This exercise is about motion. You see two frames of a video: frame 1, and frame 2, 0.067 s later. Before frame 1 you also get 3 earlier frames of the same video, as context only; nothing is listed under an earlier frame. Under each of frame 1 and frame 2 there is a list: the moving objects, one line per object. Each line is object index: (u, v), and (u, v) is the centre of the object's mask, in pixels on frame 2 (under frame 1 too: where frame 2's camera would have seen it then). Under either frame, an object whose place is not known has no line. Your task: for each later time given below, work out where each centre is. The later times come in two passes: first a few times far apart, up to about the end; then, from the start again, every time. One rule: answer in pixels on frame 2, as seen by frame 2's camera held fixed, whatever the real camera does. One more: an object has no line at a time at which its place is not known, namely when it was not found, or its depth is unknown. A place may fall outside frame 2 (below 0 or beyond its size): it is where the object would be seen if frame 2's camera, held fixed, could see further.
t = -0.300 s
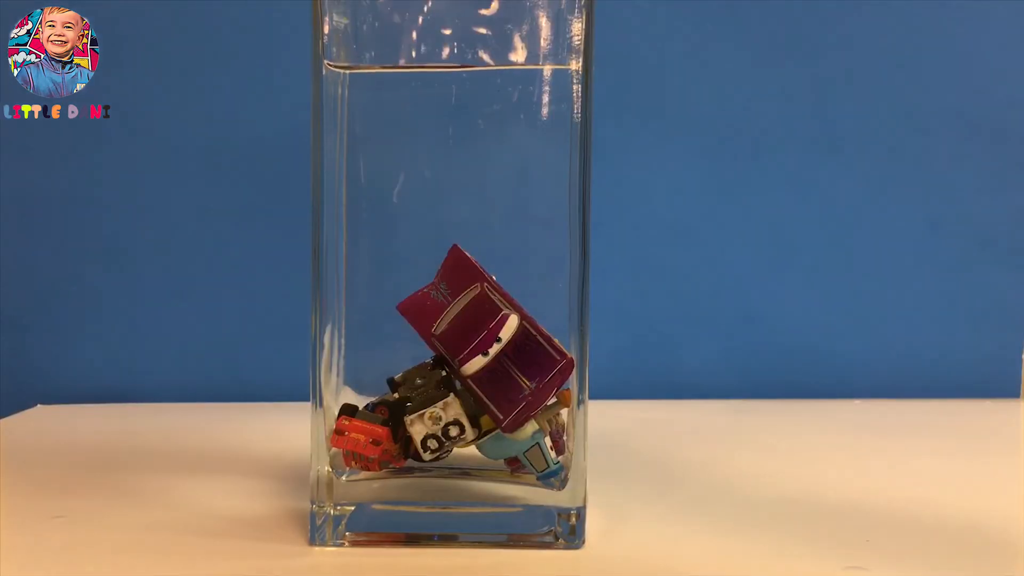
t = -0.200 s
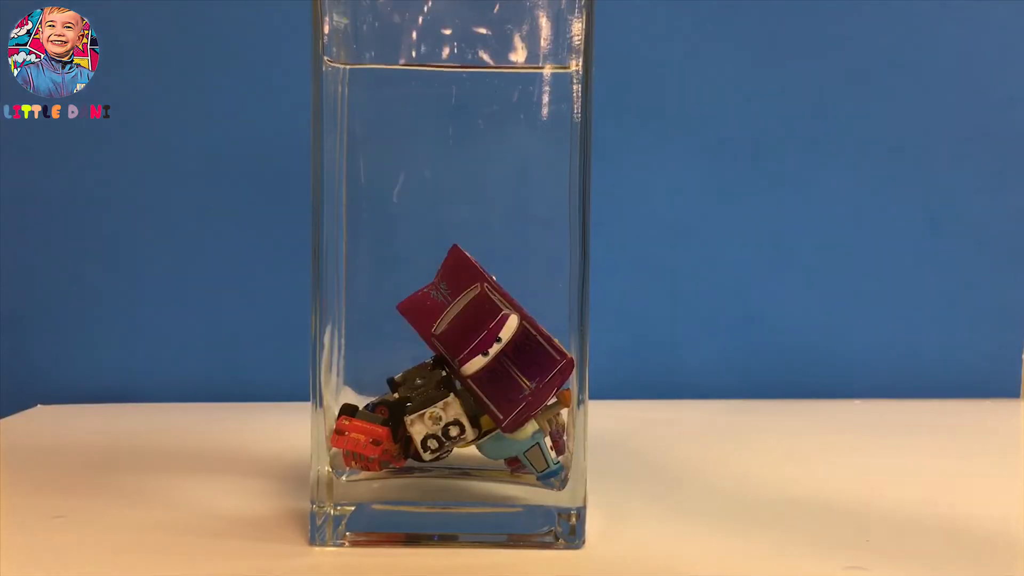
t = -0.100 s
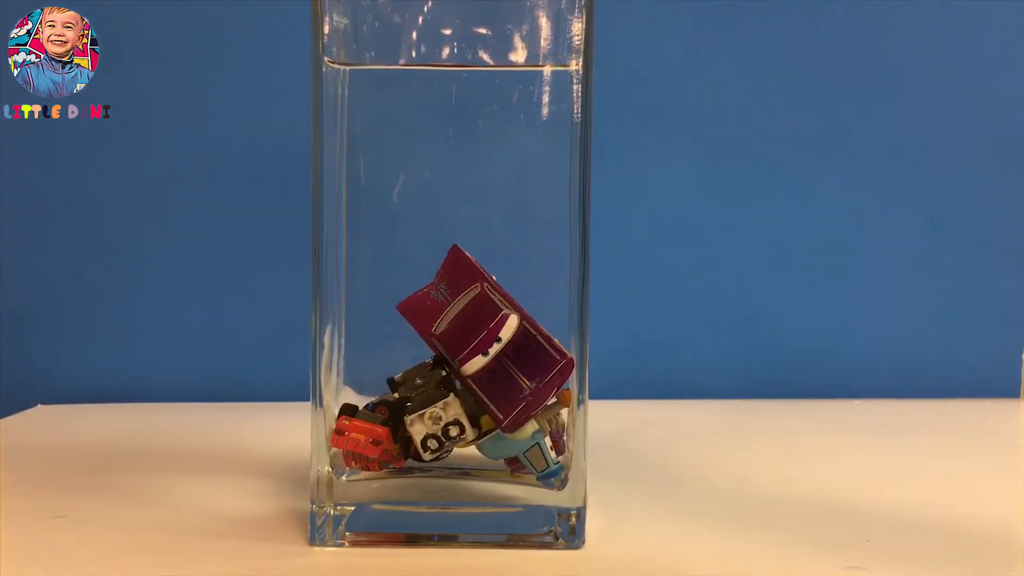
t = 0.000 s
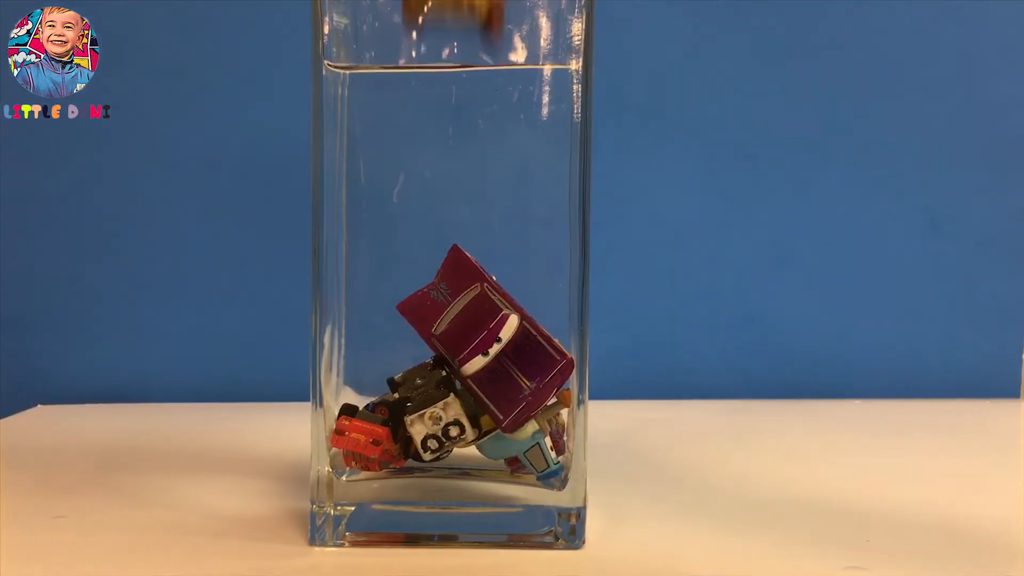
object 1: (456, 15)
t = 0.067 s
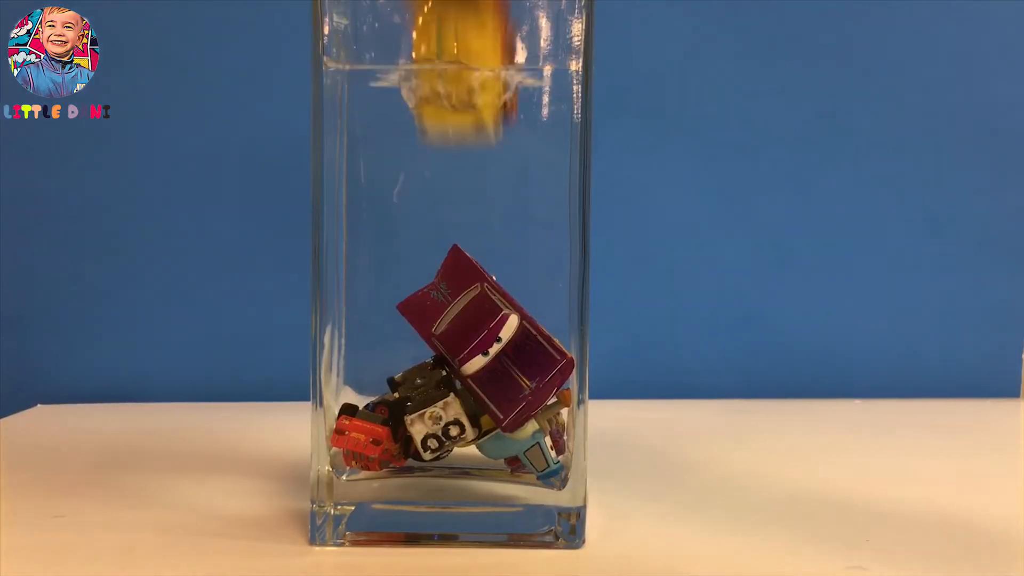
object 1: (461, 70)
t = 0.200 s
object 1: (445, 135)
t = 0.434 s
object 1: (427, 132)
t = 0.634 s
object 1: (439, 152)
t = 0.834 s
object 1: (449, 193)
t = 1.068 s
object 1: (434, 204)
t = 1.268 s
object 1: (418, 218)
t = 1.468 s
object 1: (416, 221)
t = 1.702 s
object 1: (416, 221)
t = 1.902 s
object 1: (416, 221)
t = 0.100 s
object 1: (451, 88)
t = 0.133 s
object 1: (451, 120)
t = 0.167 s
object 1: (448, 132)
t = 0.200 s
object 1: (445, 135)
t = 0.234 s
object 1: (443, 136)
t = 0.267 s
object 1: (442, 134)
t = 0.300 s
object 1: (438, 132)
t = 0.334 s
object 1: (435, 130)
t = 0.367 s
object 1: (431, 131)
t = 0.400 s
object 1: (427, 132)
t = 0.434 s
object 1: (427, 132)
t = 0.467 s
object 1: (426, 130)
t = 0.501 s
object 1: (430, 133)
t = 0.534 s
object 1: (433, 136)
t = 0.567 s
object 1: (434, 140)
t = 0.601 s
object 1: (436, 145)
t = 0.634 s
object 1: (439, 152)
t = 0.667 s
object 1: (439, 155)
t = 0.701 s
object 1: (441, 160)
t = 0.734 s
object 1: (445, 169)
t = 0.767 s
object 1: (446, 176)
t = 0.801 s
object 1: (449, 185)
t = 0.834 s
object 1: (449, 193)
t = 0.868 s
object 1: (448, 195)
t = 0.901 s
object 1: (447, 198)
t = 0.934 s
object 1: (445, 201)
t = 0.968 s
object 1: (441, 202)
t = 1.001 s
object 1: (439, 203)
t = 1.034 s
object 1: (436, 204)
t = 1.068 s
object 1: (434, 204)
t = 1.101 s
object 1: (431, 206)
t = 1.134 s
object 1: (428, 207)
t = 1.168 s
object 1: (426, 210)
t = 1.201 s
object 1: (423, 213)
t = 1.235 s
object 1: (420, 216)
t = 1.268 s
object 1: (418, 218)
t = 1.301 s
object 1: (417, 219)
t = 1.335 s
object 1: (416, 221)
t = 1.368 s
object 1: (416, 221)
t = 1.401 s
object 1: (416, 221)
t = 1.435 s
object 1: (416, 221)
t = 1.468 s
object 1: (416, 221)
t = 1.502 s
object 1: (416, 221)
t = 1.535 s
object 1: (416, 221)
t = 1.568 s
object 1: (416, 221)
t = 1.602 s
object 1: (416, 221)
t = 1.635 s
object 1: (416, 222)
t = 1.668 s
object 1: (416, 222)
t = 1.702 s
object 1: (416, 221)
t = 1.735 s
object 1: (416, 221)
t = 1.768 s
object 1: (416, 221)
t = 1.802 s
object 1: (416, 221)
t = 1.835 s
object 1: (416, 221)
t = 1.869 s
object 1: (416, 221)
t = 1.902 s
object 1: (416, 221)
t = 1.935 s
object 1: (416, 221)
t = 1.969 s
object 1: (416, 221)
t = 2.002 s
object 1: (416, 221)
